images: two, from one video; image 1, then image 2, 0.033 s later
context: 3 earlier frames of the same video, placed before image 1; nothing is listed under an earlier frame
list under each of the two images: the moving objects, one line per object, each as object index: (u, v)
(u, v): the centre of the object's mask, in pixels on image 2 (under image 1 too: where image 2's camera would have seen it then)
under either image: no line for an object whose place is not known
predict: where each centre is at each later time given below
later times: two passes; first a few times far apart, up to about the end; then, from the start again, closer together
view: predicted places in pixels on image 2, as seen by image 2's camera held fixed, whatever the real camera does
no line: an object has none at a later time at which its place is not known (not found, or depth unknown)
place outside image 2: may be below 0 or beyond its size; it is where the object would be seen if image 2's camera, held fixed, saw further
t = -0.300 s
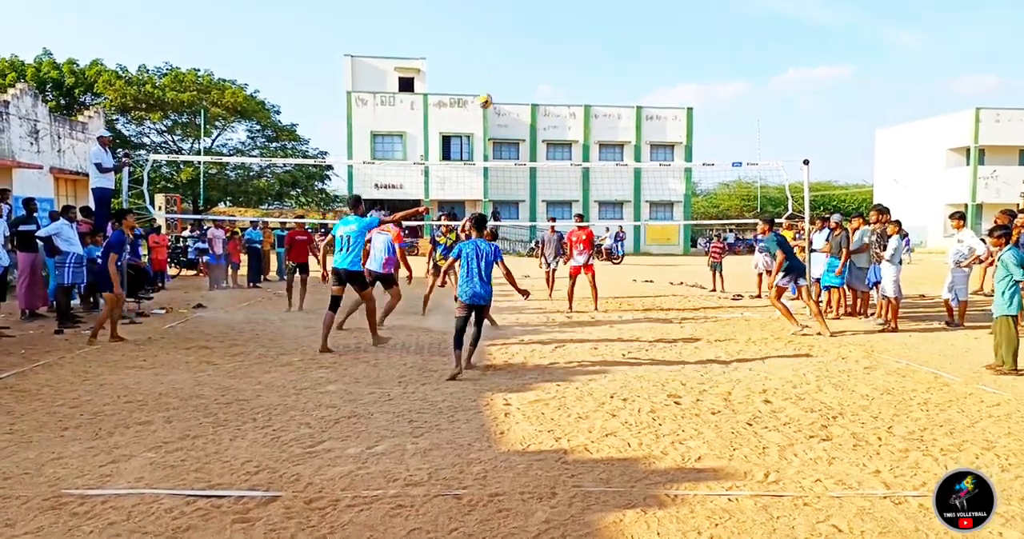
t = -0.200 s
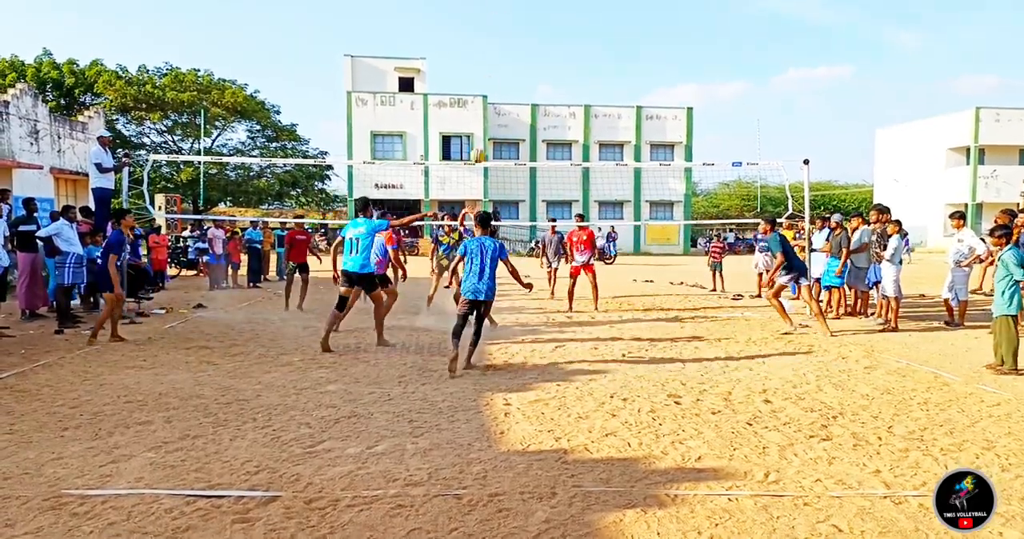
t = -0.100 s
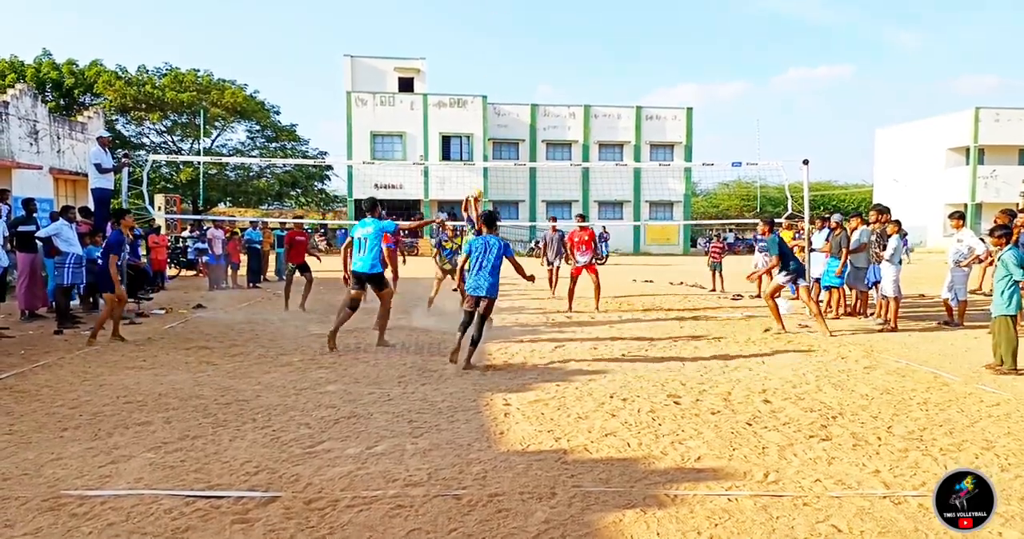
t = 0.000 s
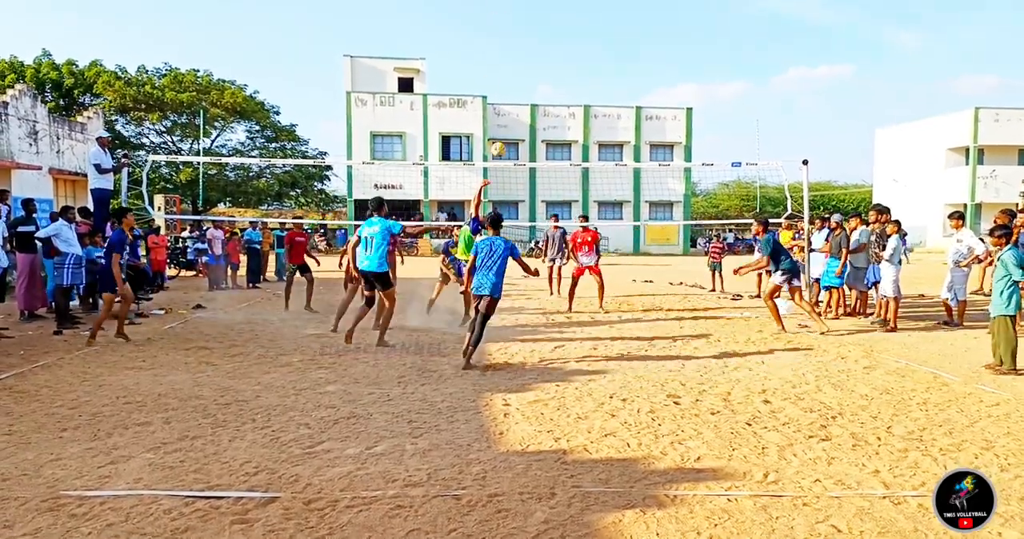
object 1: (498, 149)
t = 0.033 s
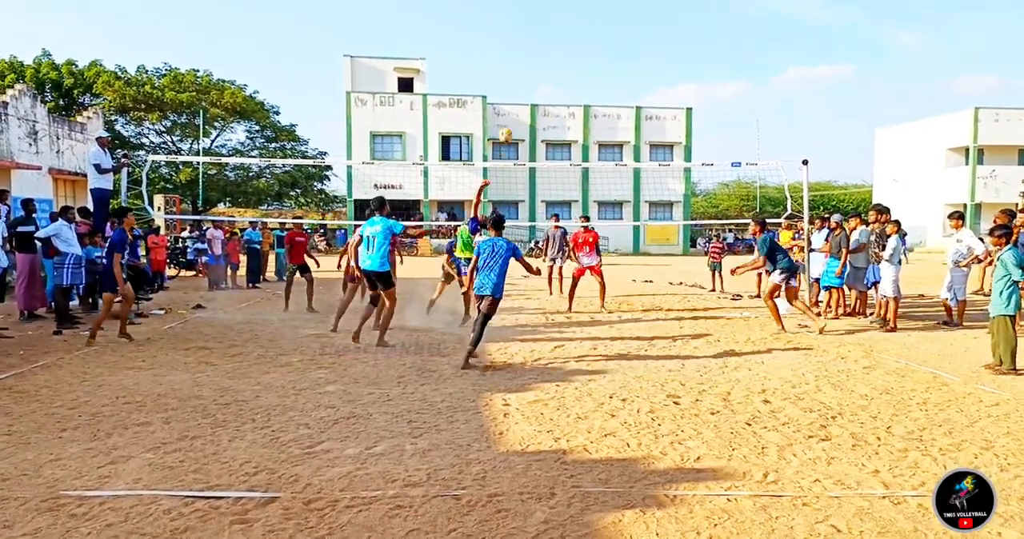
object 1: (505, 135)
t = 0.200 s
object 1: (540, 78)
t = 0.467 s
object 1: (589, 29)
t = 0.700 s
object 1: (625, 26)
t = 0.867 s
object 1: (648, 45)
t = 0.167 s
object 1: (534, 88)
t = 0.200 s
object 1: (540, 78)
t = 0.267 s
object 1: (553, 61)
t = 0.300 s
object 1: (559, 53)
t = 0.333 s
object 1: (565, 47)
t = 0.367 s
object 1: (571, 41)
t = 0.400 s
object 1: (577, 37)
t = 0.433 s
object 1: (583, 32)
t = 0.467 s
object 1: (589, 29)
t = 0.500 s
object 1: (594, 26)
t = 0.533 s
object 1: (600, 24)
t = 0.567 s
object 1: (605, 23)
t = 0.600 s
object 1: (610, 23)
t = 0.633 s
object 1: (615, 23)
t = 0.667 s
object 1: (620, 24)
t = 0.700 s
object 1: (625, 26)
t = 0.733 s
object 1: (630, 28)
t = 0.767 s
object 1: (635, 32)
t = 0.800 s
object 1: (639, 36)
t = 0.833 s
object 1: (643, 40)
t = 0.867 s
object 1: (648, 45)
